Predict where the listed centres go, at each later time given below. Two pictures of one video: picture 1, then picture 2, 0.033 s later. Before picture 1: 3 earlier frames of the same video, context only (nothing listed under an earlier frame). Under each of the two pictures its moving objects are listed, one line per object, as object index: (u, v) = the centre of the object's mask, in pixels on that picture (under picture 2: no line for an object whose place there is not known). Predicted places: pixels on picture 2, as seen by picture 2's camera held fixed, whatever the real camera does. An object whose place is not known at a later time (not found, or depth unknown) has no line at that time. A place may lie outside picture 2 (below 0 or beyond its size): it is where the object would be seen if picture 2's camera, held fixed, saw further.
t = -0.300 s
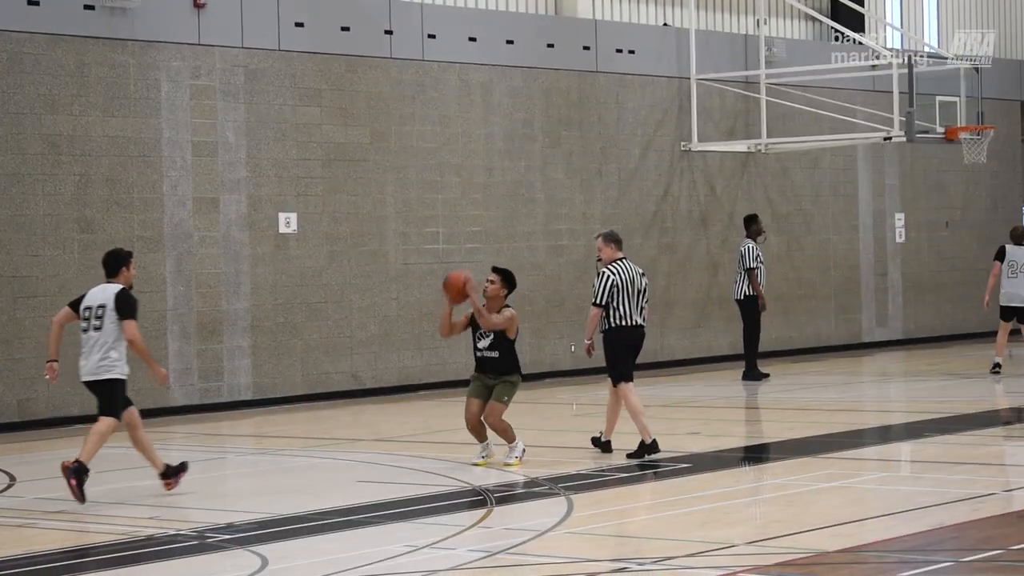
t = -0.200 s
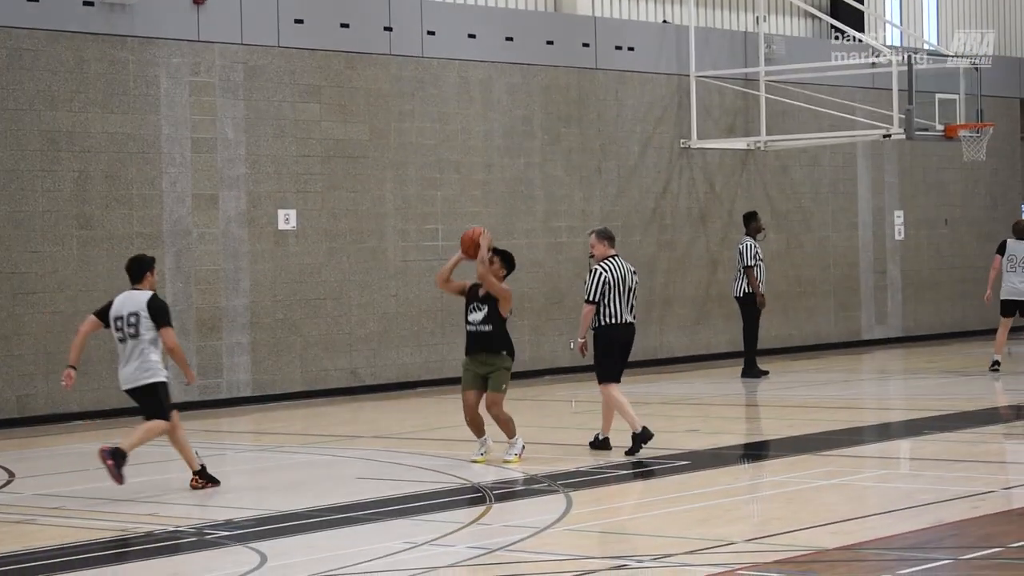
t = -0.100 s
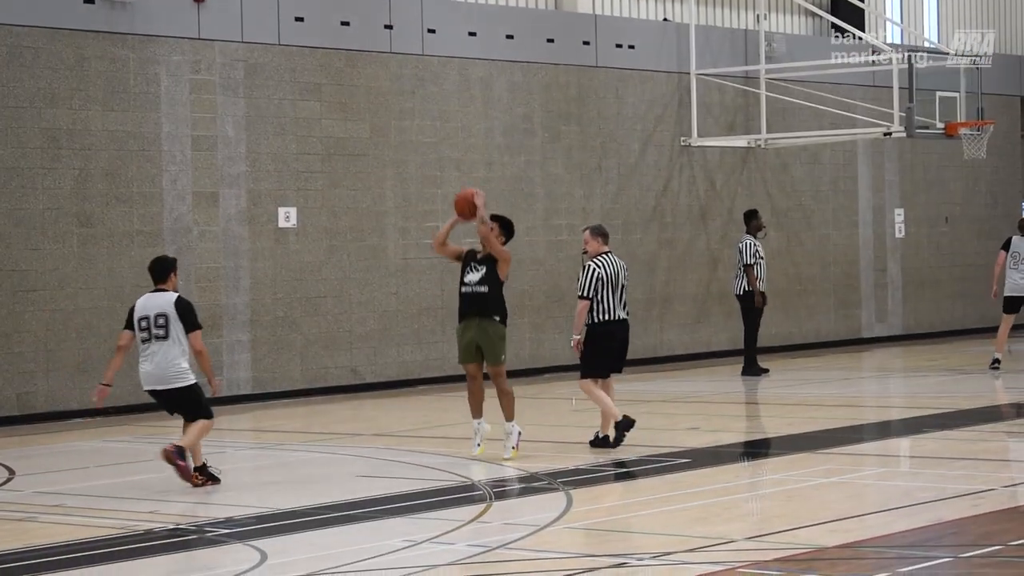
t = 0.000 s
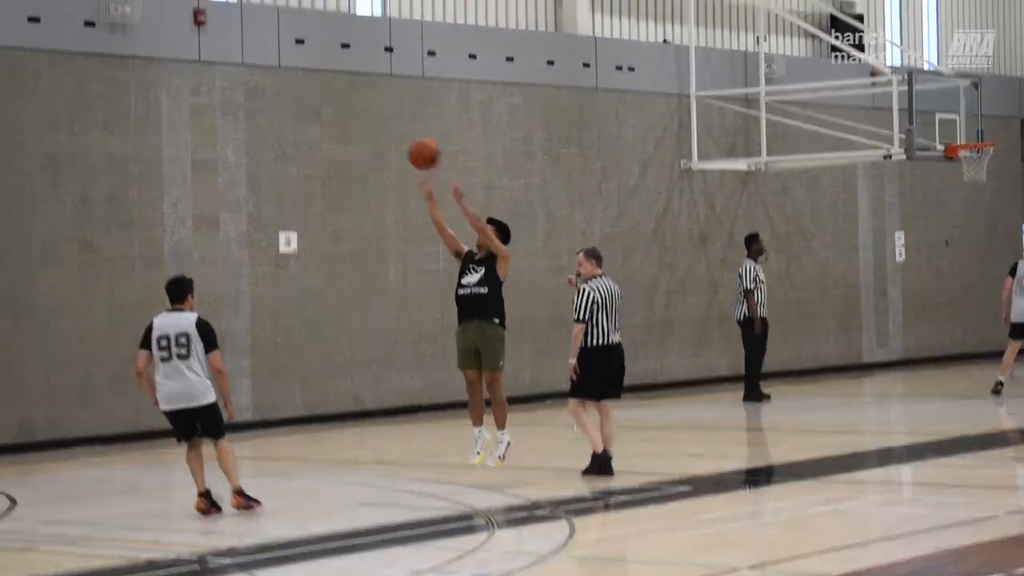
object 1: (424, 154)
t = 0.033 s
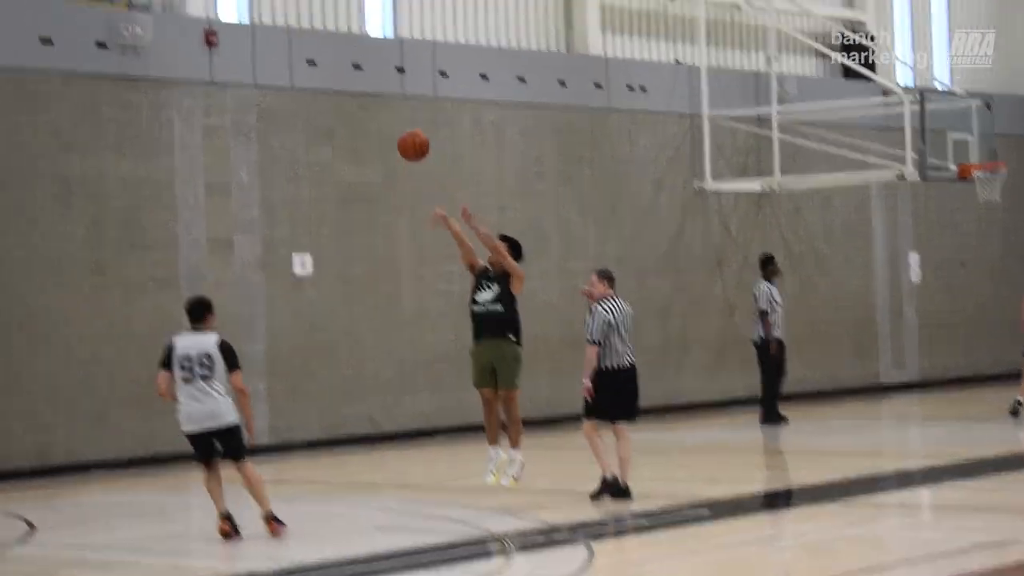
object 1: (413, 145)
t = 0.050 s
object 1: (402, 132)
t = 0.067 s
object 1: (390, 117)
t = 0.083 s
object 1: (376, 102)
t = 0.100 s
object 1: (364, 89)
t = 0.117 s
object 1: (352, 77)
